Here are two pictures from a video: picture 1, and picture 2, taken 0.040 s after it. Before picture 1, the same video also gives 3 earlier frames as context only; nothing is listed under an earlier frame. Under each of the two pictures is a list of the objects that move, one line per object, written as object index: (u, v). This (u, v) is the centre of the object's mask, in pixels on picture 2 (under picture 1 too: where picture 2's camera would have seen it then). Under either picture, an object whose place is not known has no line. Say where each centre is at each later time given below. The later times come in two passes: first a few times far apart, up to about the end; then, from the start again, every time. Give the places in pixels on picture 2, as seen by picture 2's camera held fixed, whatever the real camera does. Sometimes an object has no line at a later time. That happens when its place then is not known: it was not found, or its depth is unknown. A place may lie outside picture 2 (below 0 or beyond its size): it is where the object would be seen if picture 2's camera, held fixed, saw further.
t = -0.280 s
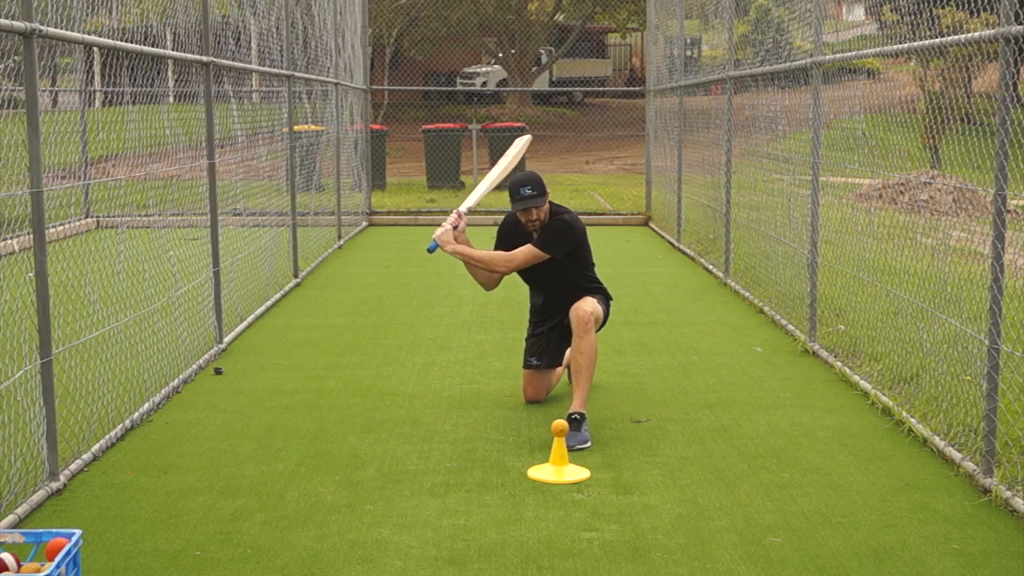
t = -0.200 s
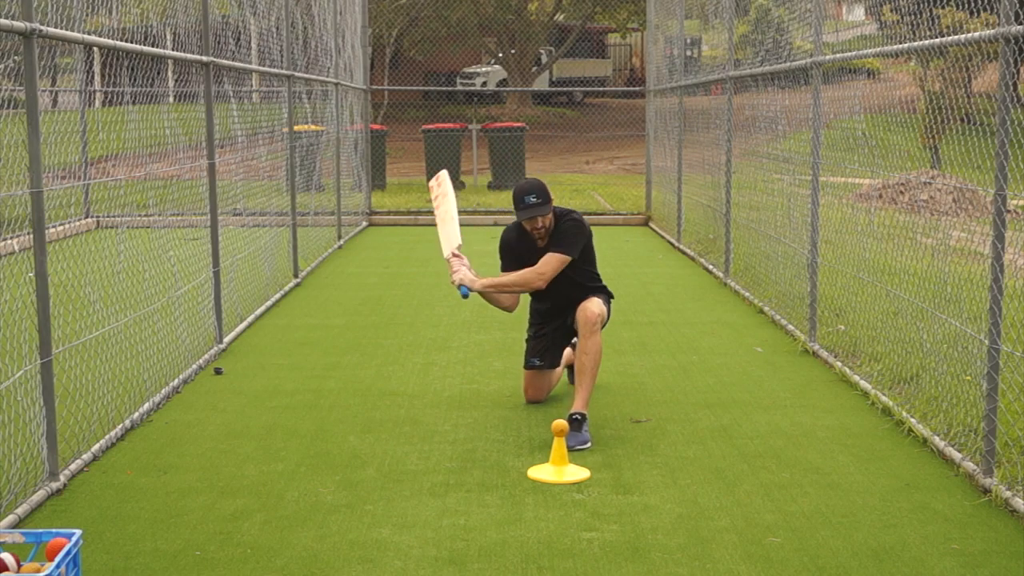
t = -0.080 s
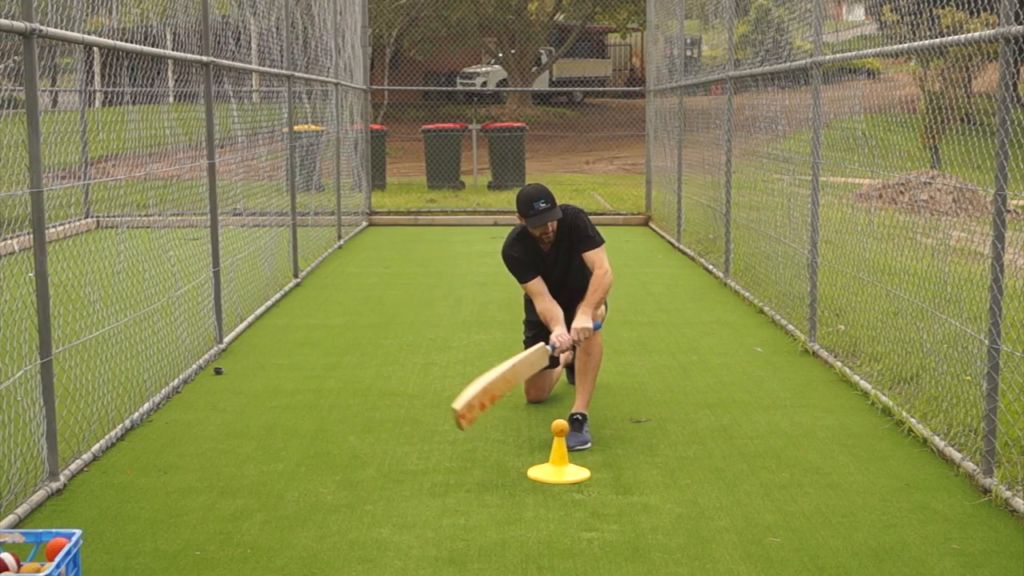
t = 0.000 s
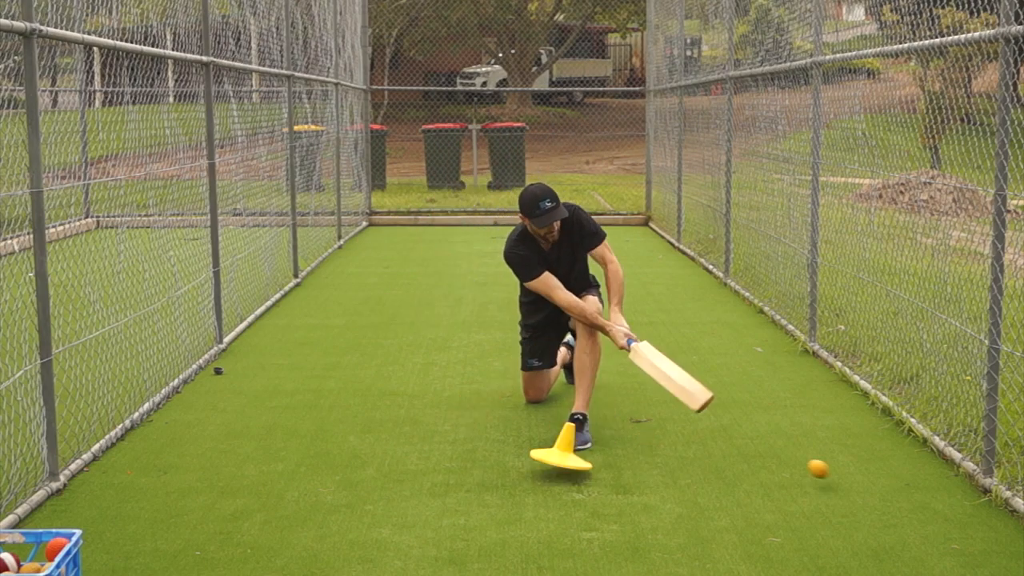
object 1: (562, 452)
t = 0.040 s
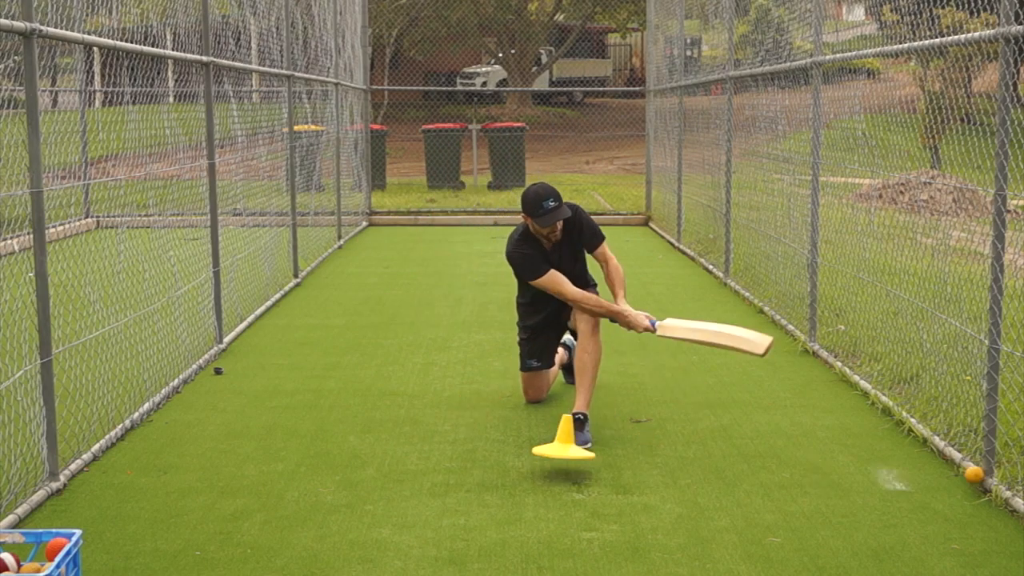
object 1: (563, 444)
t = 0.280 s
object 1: (579, 459)
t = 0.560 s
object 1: (581, 468)
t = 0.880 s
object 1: (581, 468)
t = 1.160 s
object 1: (581, 468)
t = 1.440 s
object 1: (581, 467)
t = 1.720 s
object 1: (581, 467)
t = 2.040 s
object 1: (581, 467)
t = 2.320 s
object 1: (581, 468)
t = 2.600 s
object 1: (581, 468)
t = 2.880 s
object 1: (581, 467)
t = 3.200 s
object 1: (581, 467)
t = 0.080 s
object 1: (565, 439)
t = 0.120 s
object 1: (567, 439)
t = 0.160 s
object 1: (568, 442)
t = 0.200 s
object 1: (571, 449)
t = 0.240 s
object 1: (575, 452)
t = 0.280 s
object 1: (579, 459)
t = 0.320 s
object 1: (582, 467)
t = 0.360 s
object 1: (581, 467)
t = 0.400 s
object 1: (581, 468)
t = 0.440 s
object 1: (581, 468)
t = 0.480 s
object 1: (581, 468)
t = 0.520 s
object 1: (581, 468)
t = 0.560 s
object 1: (581, 468)
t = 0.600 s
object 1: (581, 467)
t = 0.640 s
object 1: (581, 468)
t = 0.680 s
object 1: (581, 468)
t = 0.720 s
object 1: (581, 468)
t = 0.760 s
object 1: (581, 468)
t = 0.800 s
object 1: (581, 468)
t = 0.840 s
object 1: (581, 468)
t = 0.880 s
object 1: (581, 468)
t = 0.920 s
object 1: (581, 468)
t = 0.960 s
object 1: (581, 468)
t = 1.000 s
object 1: (581, 467)
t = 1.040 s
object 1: (581, 468)
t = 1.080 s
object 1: (581, 468)
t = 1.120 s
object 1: (581, 468)
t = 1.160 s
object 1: (581, 468)
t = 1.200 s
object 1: (581, 467)
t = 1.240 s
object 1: (581, 468)
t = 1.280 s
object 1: (581, 468)
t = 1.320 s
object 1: (581, 468)
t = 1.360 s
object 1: (581, 467)
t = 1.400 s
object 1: (581, 468)
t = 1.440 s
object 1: (581, 467)
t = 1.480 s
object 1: (581, 467)
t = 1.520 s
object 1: (581, 468)
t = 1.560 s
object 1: (581, 467)
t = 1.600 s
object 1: (581, 467)
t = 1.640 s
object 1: (581, 467)
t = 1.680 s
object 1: (581, 467)
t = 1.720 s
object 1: (581, 467)
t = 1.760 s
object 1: (581, 467)
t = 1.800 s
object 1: (581, 467)
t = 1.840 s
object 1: (581, 468)
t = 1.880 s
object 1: (581, 468)
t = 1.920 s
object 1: (581, 468)
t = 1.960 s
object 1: (581, 467)
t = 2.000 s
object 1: (581, 467)
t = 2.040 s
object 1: (581, 467)
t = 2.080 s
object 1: (581, 468)
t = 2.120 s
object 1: (581, 467)
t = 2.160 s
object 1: (581, 468)
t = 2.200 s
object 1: (581, 468)
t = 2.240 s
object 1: (581, 467)
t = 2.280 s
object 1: (581, 467)
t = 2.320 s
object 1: (581, 468)
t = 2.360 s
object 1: (581, 467)
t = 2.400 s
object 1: (581, 467)
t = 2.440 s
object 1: (581, 467)
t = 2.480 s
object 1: (581, 467)
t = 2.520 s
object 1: (581, 468)
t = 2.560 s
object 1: (581, 468)
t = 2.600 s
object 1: (581, 468)
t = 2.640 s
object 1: (581, 468)
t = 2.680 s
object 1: (581, 467)
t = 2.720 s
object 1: (581, 467)
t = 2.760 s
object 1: (581, 467)
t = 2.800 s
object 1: (581, 467)
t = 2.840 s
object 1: (581, 467)
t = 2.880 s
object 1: (581, 467)
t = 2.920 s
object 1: (581, 467)
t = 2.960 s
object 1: (581, 467)
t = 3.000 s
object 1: (581, 467)
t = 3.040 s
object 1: (581, 467)
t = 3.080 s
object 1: (581, 467)
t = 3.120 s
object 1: (581, 467)
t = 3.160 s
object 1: (581, 467)
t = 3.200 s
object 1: (581, 467)
